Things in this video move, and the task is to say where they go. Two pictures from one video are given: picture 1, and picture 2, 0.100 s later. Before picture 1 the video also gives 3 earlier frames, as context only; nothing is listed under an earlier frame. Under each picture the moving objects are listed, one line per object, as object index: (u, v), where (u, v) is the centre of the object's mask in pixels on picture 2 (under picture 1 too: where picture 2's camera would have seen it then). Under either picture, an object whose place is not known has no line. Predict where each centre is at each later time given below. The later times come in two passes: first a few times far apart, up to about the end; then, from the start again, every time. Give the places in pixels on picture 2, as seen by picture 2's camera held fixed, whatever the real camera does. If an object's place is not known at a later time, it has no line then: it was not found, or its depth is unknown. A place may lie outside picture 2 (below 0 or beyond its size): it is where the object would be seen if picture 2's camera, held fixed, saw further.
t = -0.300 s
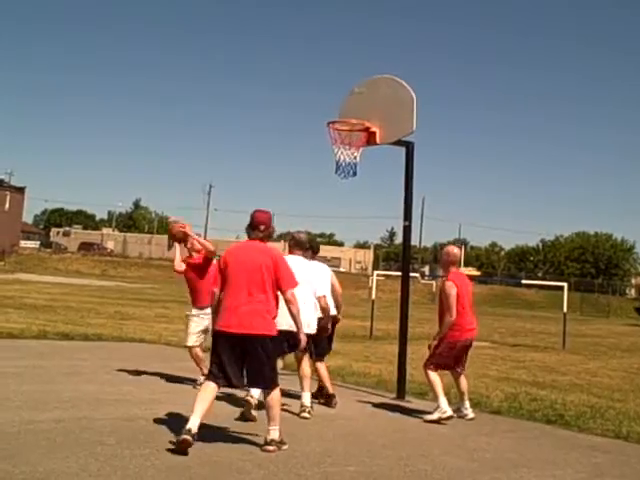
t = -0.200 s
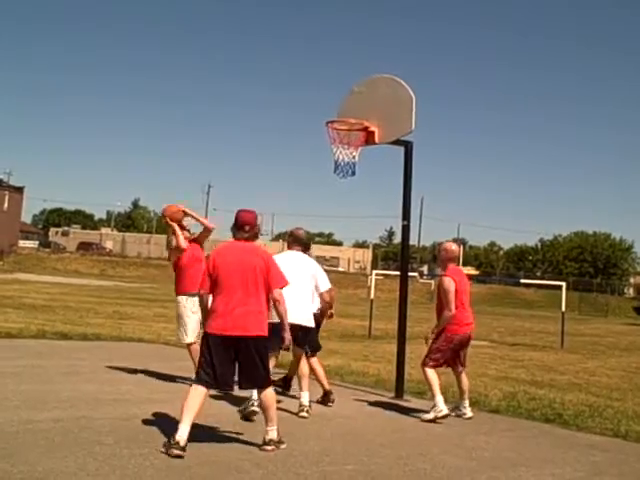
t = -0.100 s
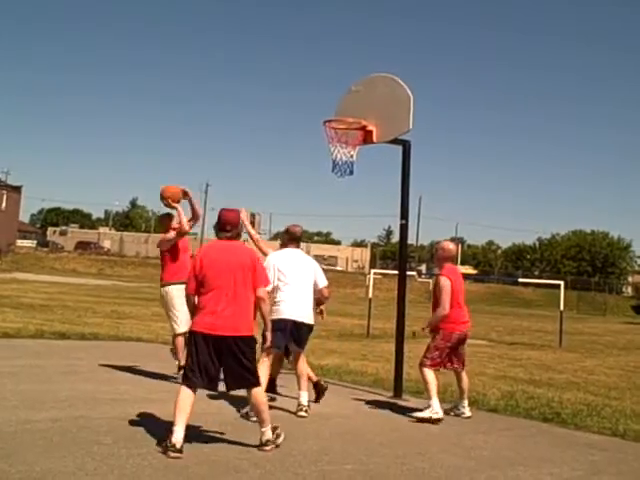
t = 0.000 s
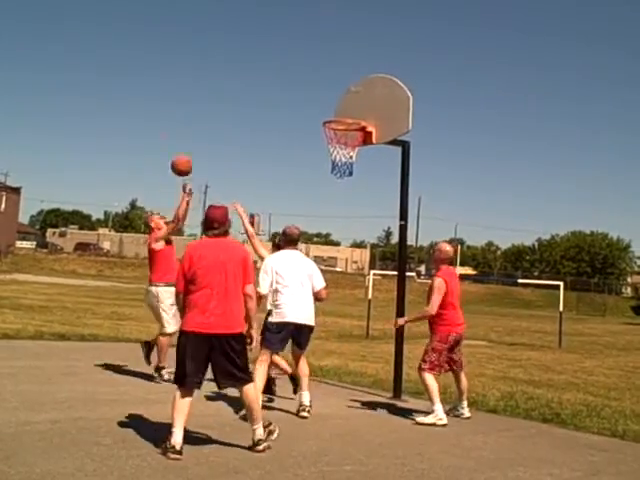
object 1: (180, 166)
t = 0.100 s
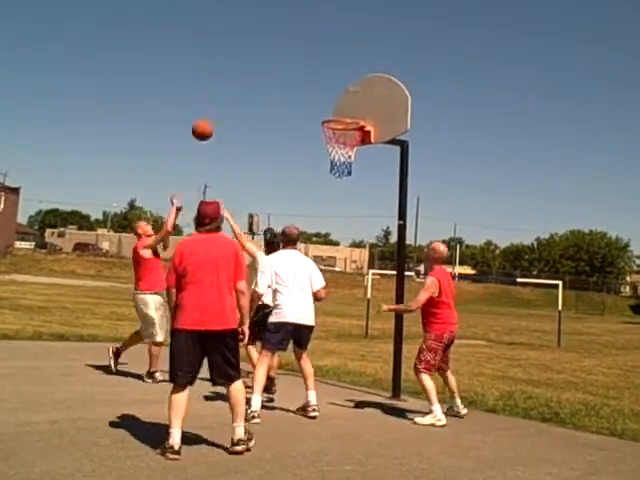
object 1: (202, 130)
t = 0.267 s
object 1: (238, 89)
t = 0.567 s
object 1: (293, 75)
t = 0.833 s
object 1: (335, 110)
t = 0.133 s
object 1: (210, 119)
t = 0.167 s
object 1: (217, 110)
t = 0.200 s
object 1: (224, 102)
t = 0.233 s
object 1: (231, 95)
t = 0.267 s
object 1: (238, 89)
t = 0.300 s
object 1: (244, 84)
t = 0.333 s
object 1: (251, 79)
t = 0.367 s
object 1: (257, 75)
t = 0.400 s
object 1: (262, 73)
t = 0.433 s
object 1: (269, 71)
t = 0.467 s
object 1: (275, 71)
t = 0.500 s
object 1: (281, 71)
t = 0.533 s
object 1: (287, 72)
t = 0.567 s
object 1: (293, 75)
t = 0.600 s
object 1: (299, 78)
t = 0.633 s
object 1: (304, 81)
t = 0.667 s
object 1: (310, 86)
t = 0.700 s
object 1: (316, 92)
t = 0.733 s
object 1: (322, 98)
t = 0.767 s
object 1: (327, 107)
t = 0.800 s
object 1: (332, 114)
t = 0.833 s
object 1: (335, 110)
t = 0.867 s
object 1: (339, 108)
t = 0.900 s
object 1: (343, 104)
